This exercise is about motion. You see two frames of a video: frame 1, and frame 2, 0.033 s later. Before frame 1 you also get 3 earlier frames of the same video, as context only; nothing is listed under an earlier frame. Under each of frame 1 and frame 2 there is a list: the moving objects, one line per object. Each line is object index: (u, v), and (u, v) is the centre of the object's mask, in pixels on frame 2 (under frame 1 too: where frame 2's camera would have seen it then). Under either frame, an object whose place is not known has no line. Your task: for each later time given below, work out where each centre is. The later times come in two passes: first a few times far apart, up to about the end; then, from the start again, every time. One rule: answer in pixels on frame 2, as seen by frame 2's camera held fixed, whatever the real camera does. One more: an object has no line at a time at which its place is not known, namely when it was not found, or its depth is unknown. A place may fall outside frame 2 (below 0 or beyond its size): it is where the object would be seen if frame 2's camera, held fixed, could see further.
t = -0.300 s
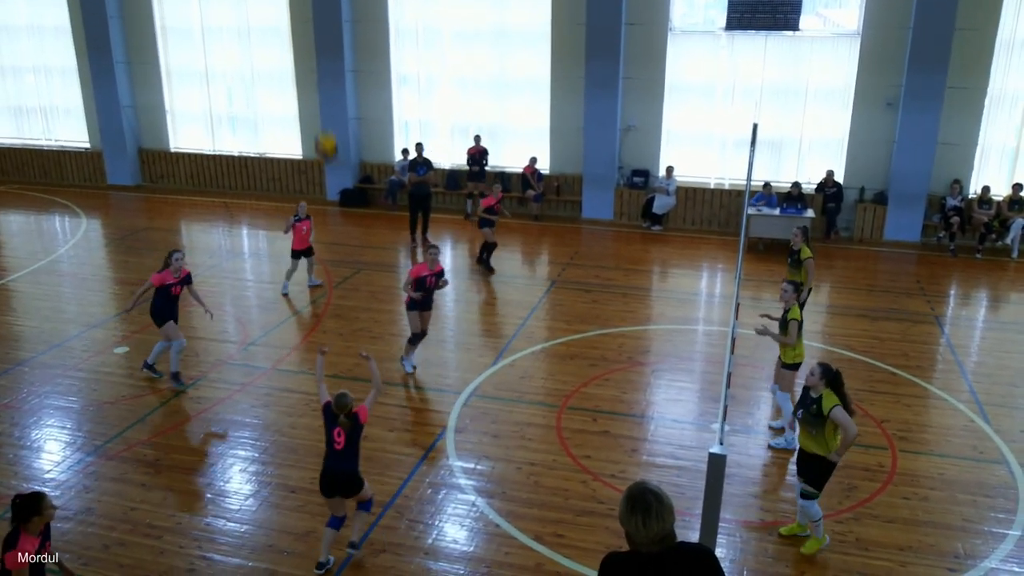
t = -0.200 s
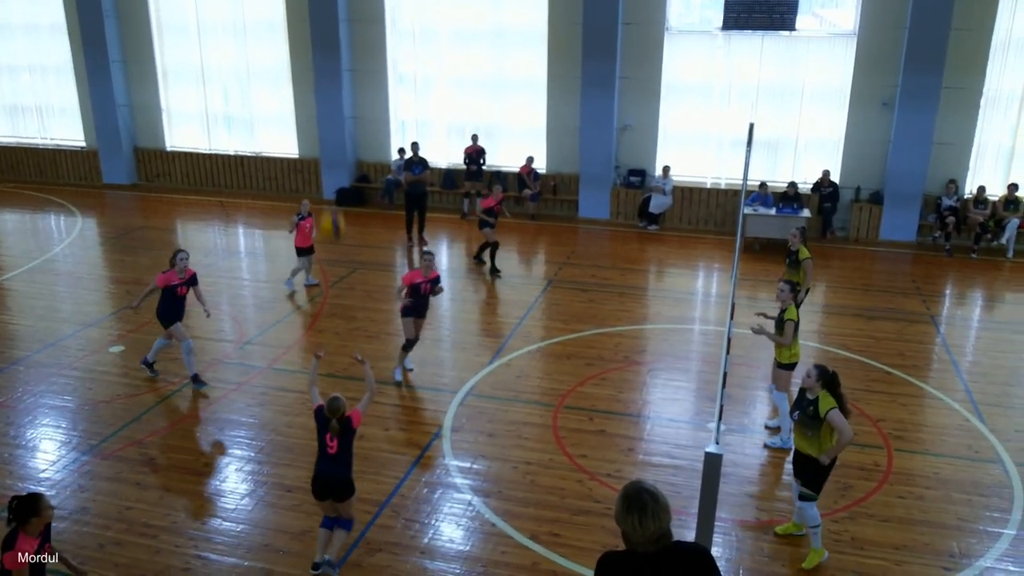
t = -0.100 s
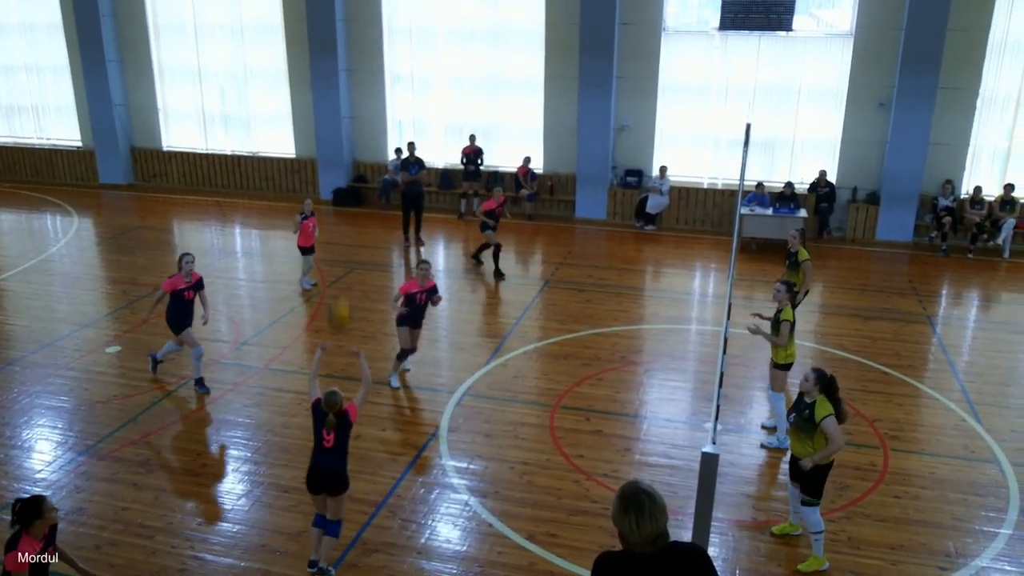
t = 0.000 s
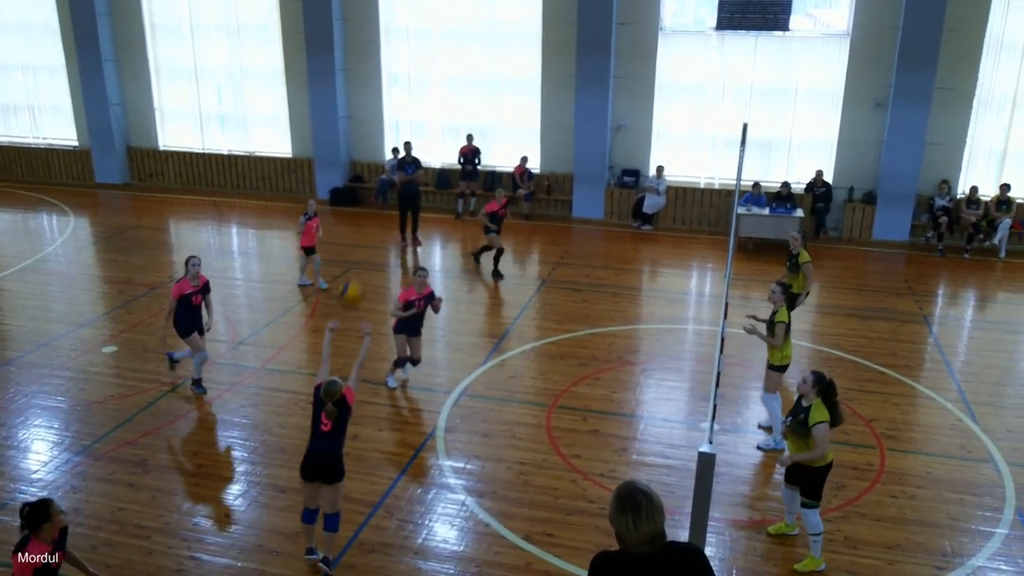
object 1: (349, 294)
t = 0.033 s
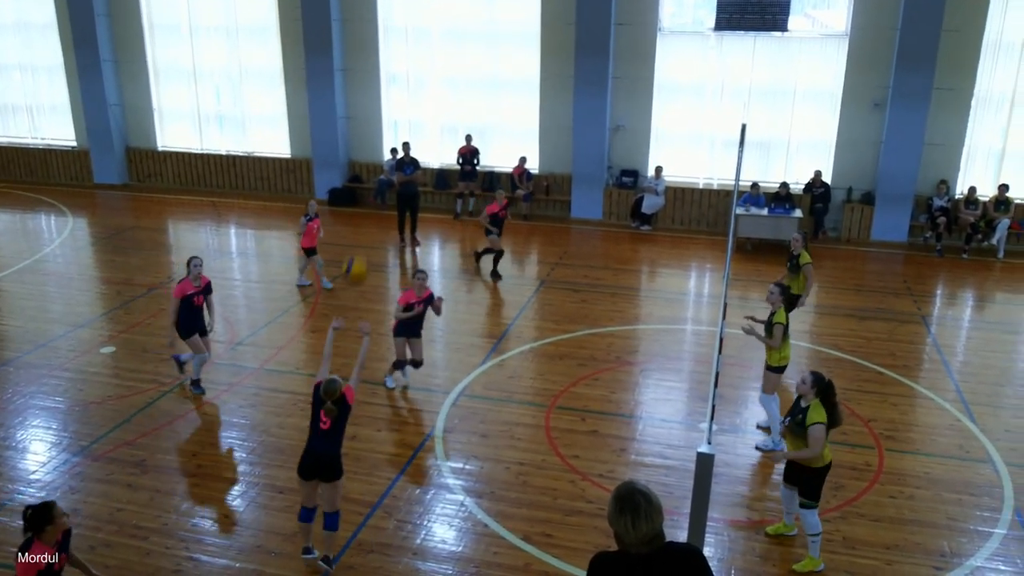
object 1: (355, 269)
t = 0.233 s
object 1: (395, 151)
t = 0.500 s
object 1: (444, 66)
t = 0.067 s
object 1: (360, 245)
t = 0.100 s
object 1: (368, 224)
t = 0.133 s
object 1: (373, 203)
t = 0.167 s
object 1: (380, 185)
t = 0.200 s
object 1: (391, 167)
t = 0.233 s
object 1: (395, 151)
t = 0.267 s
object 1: (400, 134)
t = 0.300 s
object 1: (406, 121)
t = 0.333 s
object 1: (413, 108)
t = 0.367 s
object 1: (419, 97)
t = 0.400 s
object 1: (425, 87)
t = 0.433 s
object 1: (432, 78)
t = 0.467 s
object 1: (438, 71)
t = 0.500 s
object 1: (444, 66)
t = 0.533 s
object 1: (450, 61)
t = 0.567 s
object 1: (455, 58)
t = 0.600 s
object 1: (461, 56)
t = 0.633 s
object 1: (467, 56)
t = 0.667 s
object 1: (472, 57)
